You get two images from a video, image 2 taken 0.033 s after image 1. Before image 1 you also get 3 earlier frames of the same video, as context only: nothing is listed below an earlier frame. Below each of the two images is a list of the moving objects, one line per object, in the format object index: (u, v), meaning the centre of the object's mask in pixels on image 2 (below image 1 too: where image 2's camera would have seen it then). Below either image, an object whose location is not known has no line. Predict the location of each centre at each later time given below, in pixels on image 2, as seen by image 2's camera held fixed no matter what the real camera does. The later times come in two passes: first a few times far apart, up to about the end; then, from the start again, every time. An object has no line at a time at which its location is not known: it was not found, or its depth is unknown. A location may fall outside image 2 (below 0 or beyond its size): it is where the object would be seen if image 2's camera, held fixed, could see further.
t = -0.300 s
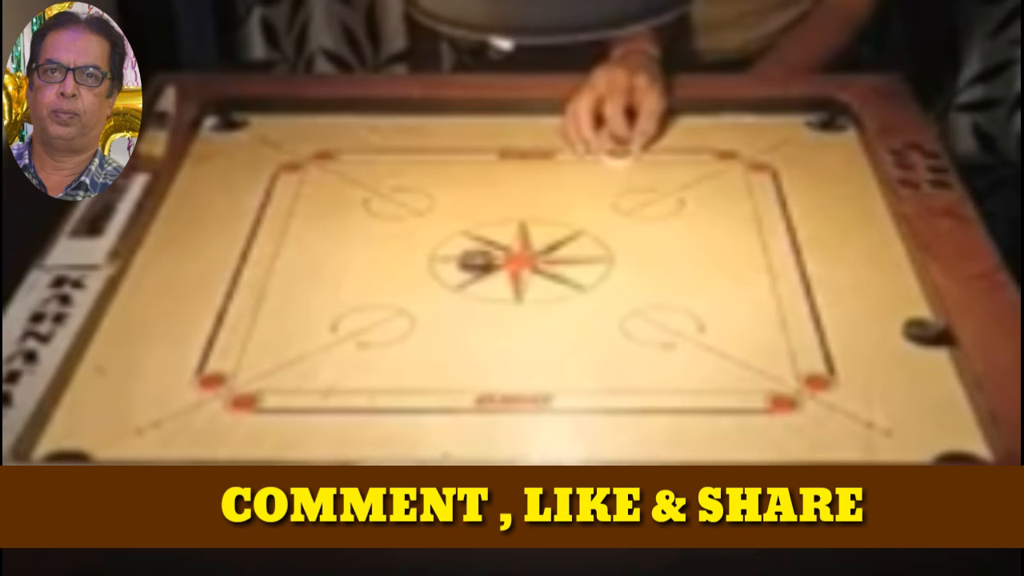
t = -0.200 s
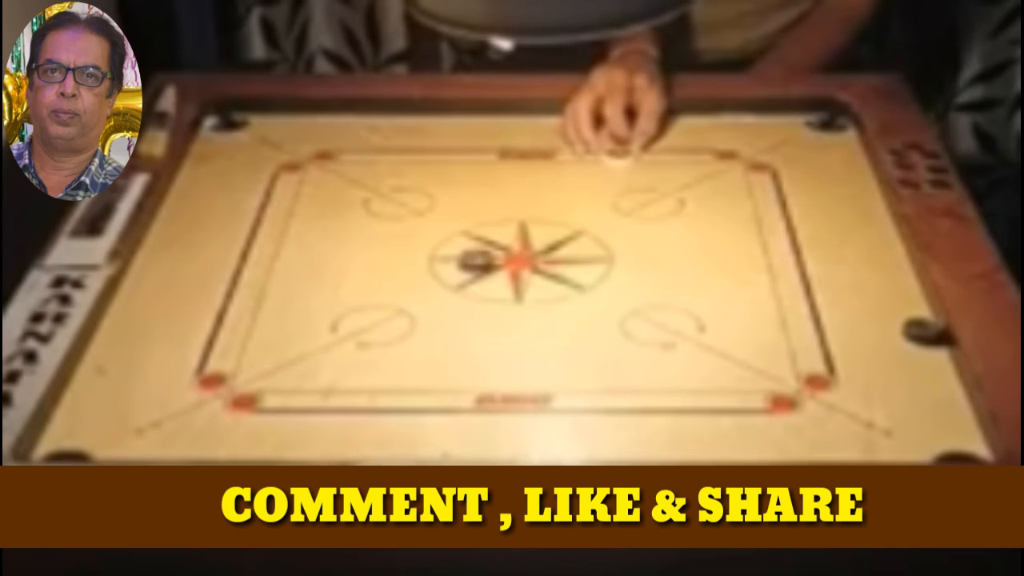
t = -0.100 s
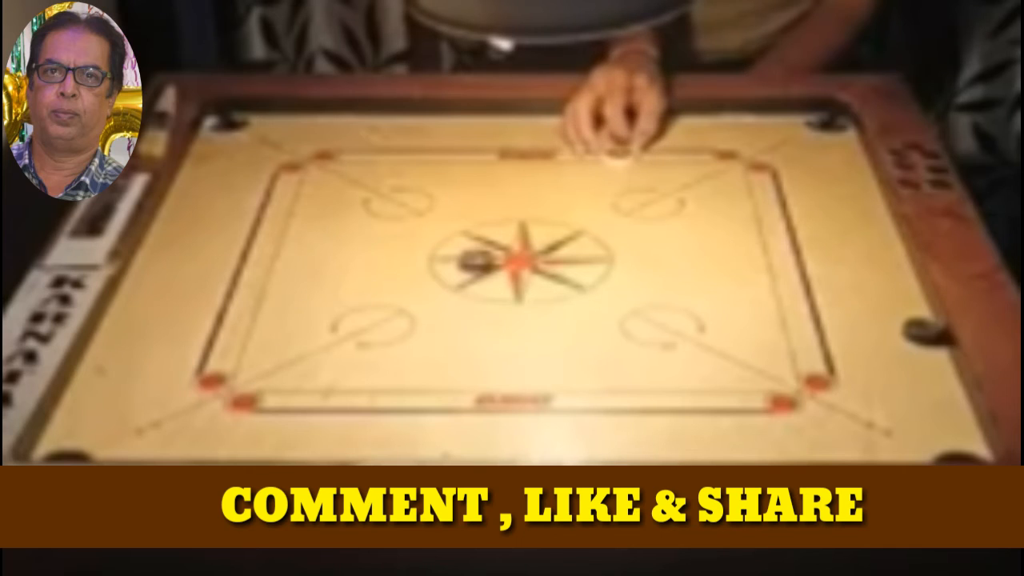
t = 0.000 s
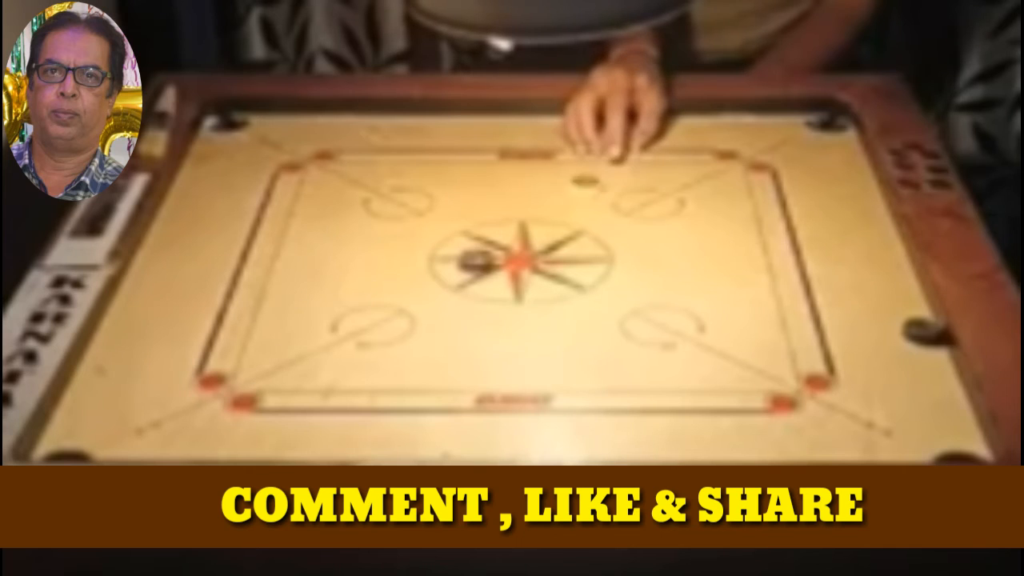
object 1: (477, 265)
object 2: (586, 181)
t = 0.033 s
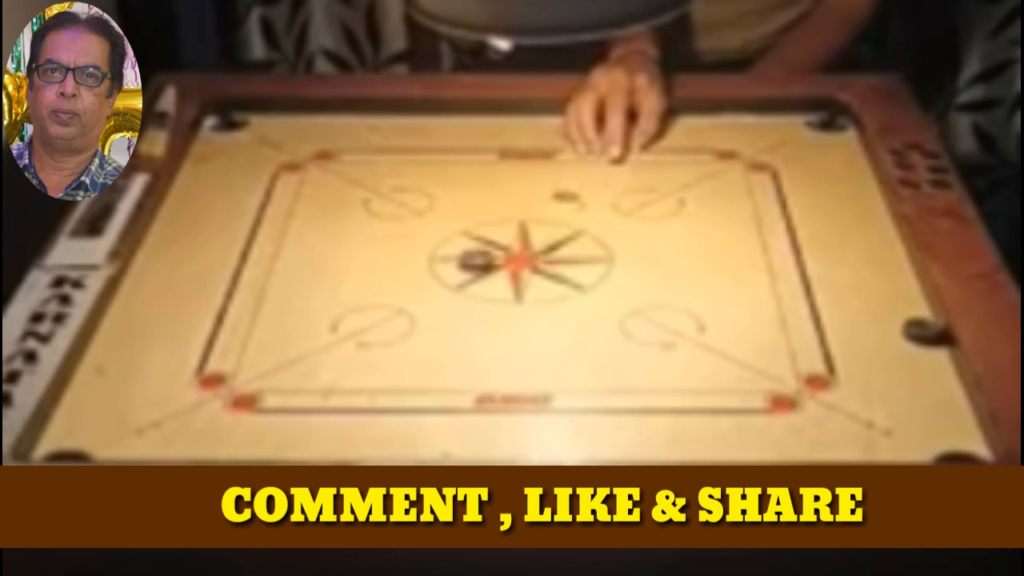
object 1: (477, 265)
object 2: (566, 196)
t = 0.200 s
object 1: (401, 295)
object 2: (490, 274)
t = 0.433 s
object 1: (157, 408)
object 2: (471, 321)
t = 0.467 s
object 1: (126, 422)
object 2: (469, 325)
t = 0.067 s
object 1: (477, 265)
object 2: (546, 212)
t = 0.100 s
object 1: (477, 265)
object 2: (526, 232)
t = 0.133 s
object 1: (476, 266)
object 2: (506, 246)
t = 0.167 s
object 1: (449, 277)
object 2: (495, 261)
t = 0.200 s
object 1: (401, 295)
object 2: (490, 274)
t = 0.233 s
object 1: (364, 311)
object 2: (488, 279)
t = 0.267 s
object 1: (327, 328)
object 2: (486, 287)
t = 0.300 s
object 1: (291, 345)
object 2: (483, 295)
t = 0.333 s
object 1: (256, 361)
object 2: (480, 302)
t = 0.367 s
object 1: (221, 377)
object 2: (477, 308)
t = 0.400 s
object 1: (186, 394)
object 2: (473, 315)
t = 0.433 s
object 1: (157, 408)
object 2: (471, 321)
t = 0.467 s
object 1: (126, 422)
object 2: (469, 325)
